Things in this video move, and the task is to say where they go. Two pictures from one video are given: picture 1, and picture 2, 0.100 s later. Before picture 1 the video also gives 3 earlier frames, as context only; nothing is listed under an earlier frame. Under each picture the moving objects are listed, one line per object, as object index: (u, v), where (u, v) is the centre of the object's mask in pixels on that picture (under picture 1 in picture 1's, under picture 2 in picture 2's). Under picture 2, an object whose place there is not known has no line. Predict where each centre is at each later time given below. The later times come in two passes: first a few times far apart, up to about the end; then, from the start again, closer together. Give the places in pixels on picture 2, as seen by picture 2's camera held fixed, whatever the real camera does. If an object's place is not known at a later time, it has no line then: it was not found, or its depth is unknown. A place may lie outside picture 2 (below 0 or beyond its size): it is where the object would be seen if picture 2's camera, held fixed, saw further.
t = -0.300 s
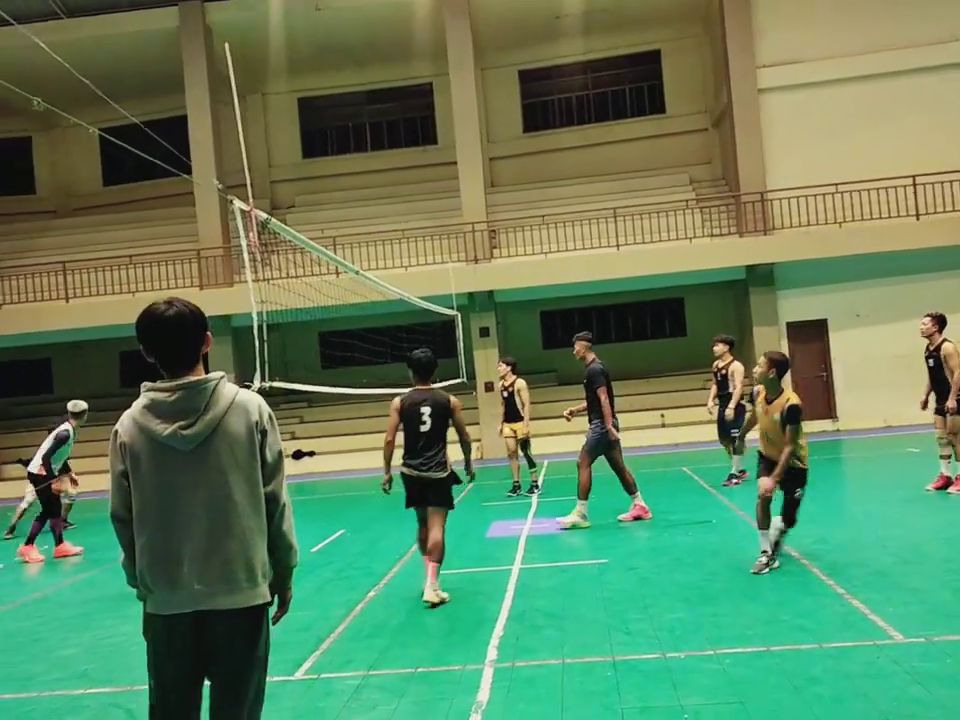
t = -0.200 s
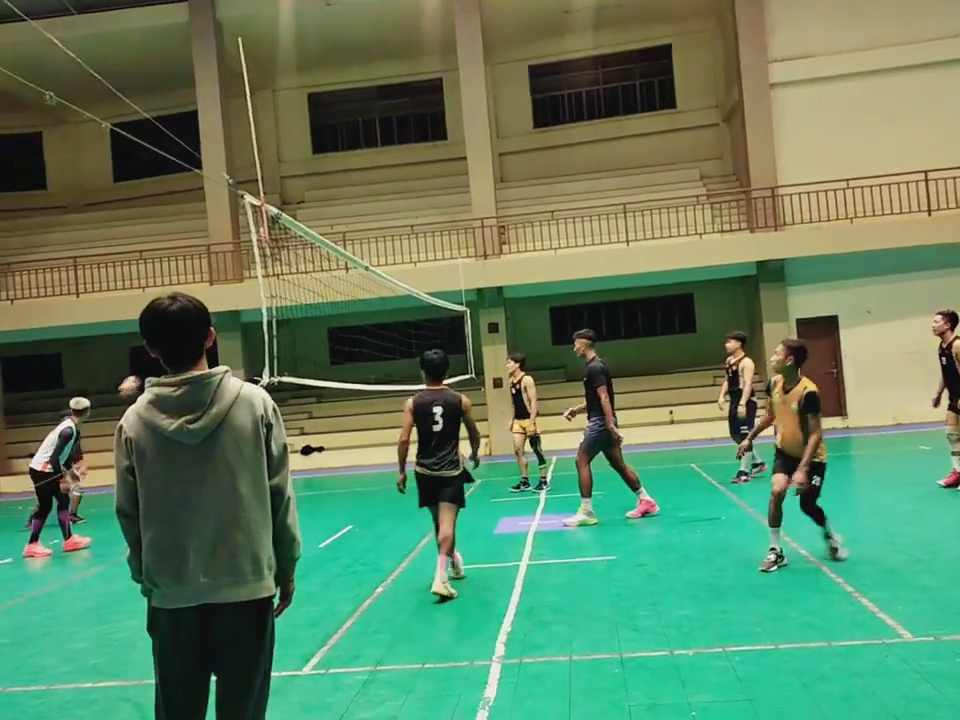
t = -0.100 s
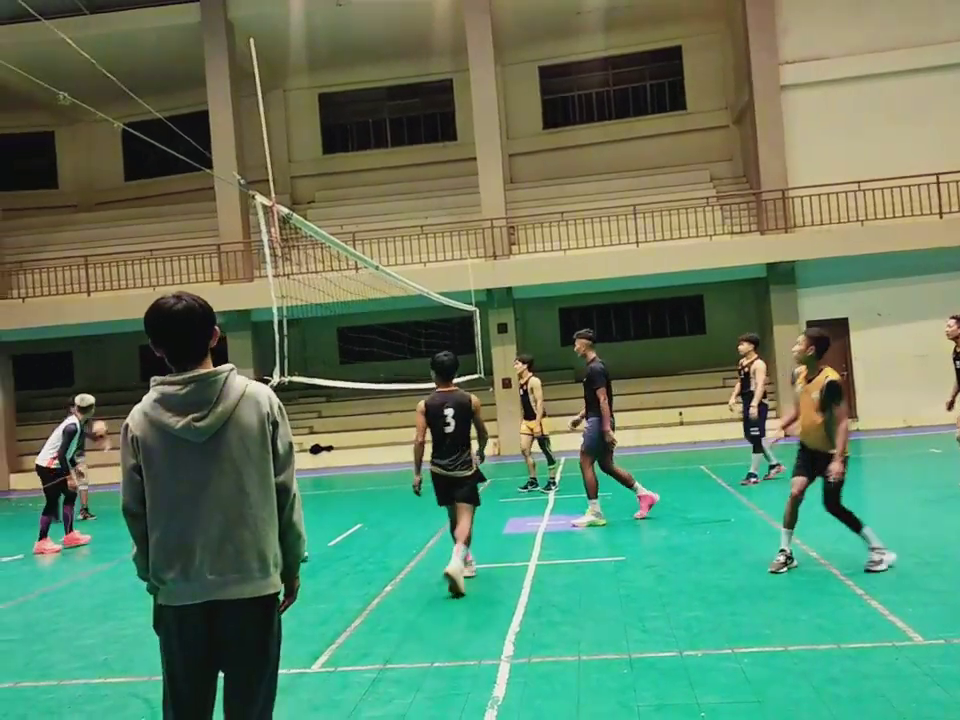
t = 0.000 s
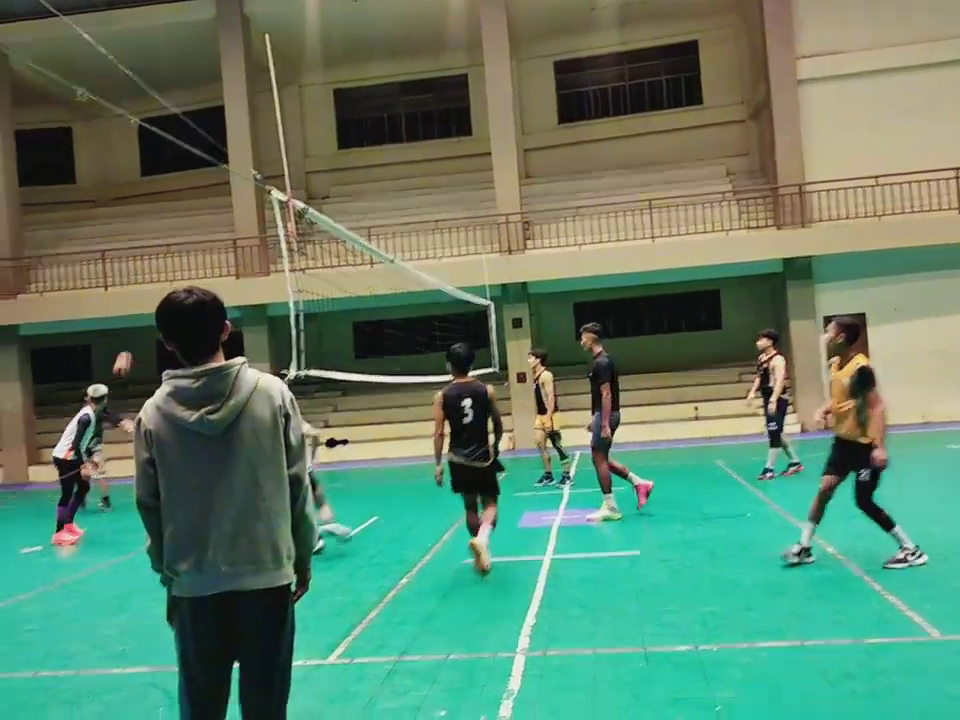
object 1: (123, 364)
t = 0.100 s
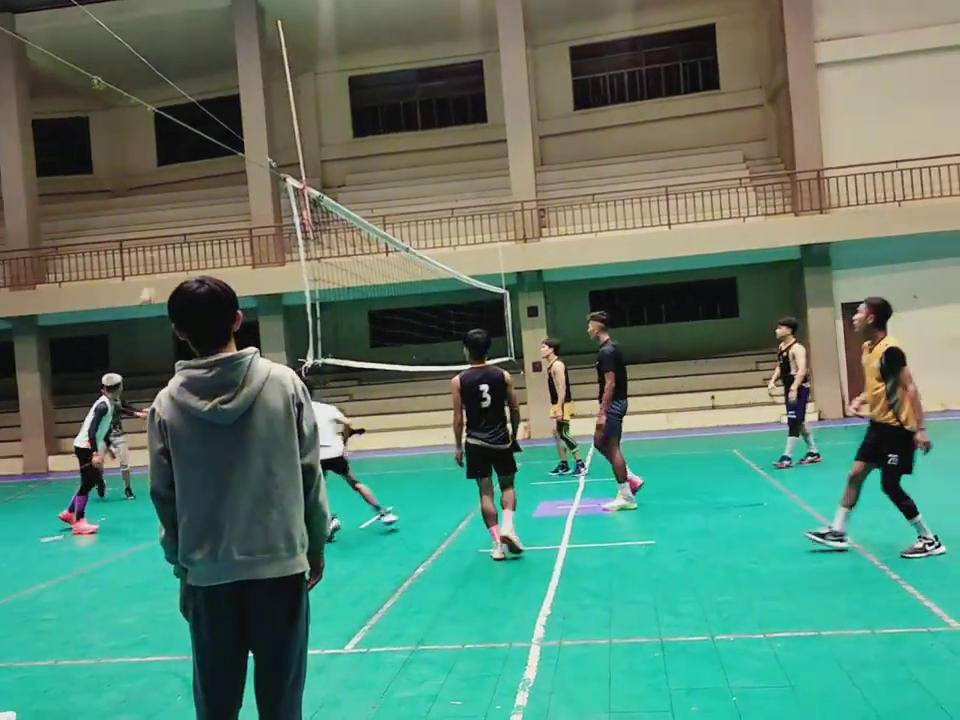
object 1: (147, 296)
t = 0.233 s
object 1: (156, 231)
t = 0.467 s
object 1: (177, 143)
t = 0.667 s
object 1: (198, 95)
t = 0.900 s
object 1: (228, 78)
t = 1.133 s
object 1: (265, 107)
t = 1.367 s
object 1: (311, 189)
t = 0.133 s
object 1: (148, 281)
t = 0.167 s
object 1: (150, 263)
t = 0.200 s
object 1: (152, 245)
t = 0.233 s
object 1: (156, 231)
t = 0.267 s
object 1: (159, 216)
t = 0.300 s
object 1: (161, 203)
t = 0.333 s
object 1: (164, 188)
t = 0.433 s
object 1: (173, 154)
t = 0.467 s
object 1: (177, 143)
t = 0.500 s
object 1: (180, 133)
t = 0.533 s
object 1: (184, 124)
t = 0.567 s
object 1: (187, 115)
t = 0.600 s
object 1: (190, 108)
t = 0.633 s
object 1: (194, 101)
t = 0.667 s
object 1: (198, 95)
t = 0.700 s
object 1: (202, 90)
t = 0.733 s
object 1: (204, 85)
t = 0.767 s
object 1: (210, 81)
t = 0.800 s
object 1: (215, 80)
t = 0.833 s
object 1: (219, 78)
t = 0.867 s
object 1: (223, 77)
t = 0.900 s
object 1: (228, 78)
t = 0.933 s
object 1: (232, 78)
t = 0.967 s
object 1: (236, 80)
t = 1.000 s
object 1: (244, 85)
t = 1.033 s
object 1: (249, 88)
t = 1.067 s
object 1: (251, 93)
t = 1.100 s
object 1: (258, 98)
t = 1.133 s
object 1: (265, 107)
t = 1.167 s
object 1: (271, 115)
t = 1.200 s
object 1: (276, 125)
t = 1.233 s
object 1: (281, 136)
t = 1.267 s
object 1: (288, 149)
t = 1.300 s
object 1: (295, 161)
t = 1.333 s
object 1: (303, 176)
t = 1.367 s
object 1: (311, 189)
